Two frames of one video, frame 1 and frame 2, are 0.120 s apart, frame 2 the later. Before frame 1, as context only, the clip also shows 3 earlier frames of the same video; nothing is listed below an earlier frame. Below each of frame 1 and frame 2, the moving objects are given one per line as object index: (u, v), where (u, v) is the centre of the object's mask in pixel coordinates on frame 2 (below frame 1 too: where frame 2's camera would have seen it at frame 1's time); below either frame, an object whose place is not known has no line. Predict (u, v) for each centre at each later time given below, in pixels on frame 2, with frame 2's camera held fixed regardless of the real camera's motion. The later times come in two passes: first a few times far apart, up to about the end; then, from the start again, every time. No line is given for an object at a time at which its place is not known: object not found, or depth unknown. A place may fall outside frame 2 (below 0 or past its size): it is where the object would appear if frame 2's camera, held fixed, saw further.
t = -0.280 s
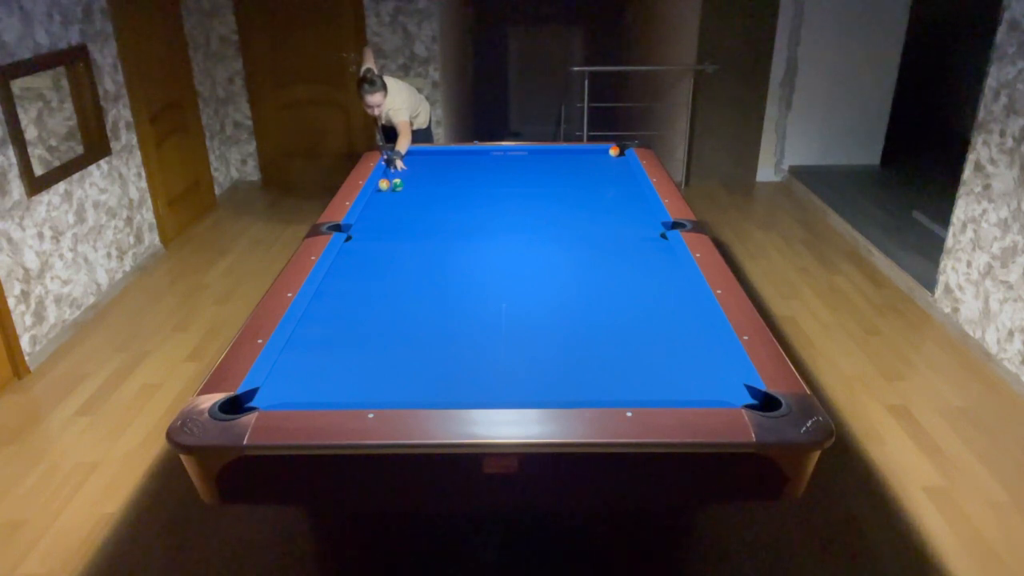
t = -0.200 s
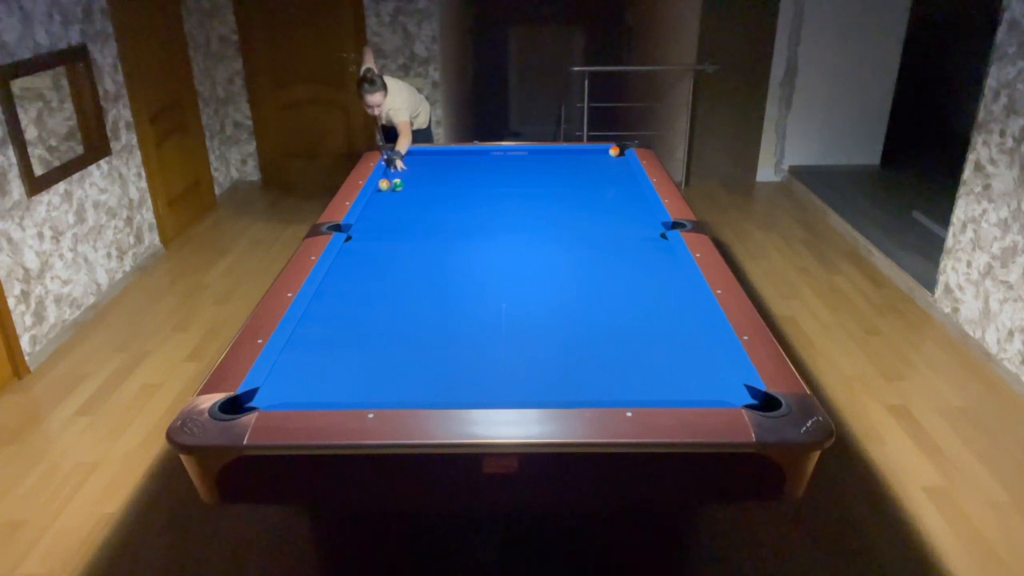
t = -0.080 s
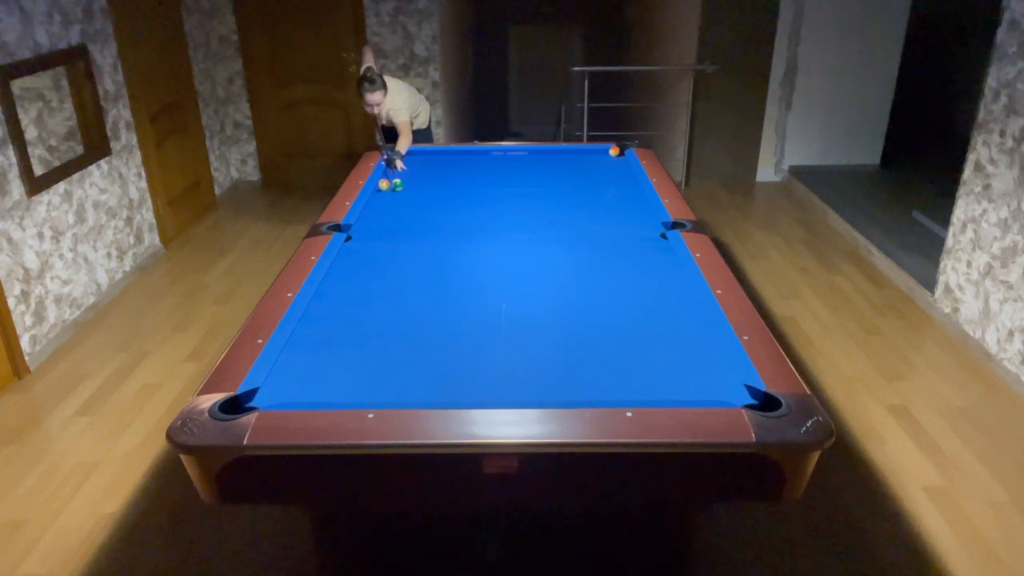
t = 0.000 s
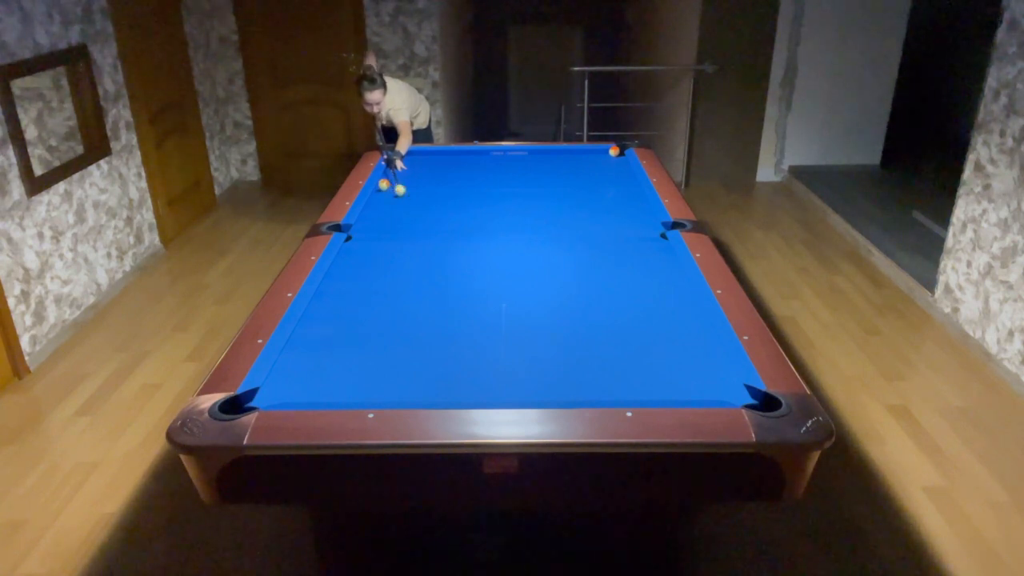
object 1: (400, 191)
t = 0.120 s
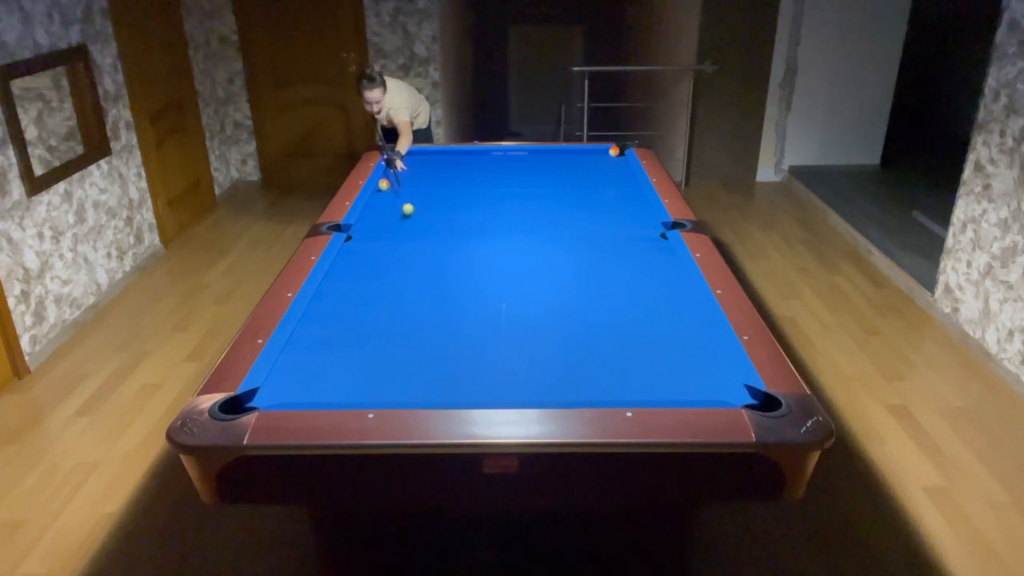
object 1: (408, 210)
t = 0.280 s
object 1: (420, 240)
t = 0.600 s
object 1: (452, 315)
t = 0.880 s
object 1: (495, 388)
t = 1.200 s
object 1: (529, 323)
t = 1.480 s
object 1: (553, 284)
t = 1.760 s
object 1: (572, 253)
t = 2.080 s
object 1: (588, 224)
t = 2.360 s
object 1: (601, 202)
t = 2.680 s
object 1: (614, 183)
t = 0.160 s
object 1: (412, 218)
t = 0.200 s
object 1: (414, 224)
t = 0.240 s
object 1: (418, 233)
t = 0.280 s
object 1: (420, 240)
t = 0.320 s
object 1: (423, 247)
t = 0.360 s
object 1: (427, 257)
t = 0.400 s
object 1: (430, 264)
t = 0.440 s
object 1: (435, 275)
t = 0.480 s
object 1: (439, 284)
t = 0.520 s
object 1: (442, 293)
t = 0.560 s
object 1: (448, 306)
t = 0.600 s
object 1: (452, 315)
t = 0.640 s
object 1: (458, 331)
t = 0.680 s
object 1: (464, 341)
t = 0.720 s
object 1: (468, 352)
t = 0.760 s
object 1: (476, 371)
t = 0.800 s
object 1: (481, 384)
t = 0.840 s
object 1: (491, 393)
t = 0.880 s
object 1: (495, 388)
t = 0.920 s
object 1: (499, 380)
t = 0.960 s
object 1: (505, 366)
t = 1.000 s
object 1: (509, 359)
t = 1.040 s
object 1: (514, 349)
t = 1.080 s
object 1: (518, 343)
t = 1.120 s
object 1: (522, 337)
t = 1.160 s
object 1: (526, 329)
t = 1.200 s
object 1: (529, 323)
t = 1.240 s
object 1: (534, 315)
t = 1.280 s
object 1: (537, 310)
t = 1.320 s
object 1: (540, 306)
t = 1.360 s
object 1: (544, 299)
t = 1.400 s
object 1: (547, 294)
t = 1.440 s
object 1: (550, 288)
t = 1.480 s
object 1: (553, 284)
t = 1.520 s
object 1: (555, 280)
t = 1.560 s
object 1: (559, 274)
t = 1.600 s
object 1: (561, 270)
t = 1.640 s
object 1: (564, 264)
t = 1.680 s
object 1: (567, 261)
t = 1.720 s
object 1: (569, 257)
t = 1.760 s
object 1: (572, 253)
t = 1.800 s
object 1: (573, 249)
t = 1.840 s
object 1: (577, 244)
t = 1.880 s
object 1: (579, 240)
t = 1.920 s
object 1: (580, 238)
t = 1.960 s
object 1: (583, 234)
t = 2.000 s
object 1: (585, 231)
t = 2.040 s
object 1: (587, 226)
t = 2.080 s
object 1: (588, 224)
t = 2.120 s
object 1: (589, 220)
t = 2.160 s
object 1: (593, 217)
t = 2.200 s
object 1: (594, 214)
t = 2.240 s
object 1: (596, 211)
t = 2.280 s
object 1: (597, 208)
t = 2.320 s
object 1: (599, 206)
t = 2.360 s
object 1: (601, 202)
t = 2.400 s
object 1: (602, 200)
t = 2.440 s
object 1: (604, 197)
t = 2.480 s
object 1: (605, 194)
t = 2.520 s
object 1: (607, 192)
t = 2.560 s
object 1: (609, 189)
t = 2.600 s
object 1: (609, 188)
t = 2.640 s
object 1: (612, 185)
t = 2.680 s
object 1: (614, 183)
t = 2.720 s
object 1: (614, 180)
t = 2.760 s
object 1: (615, 179)
